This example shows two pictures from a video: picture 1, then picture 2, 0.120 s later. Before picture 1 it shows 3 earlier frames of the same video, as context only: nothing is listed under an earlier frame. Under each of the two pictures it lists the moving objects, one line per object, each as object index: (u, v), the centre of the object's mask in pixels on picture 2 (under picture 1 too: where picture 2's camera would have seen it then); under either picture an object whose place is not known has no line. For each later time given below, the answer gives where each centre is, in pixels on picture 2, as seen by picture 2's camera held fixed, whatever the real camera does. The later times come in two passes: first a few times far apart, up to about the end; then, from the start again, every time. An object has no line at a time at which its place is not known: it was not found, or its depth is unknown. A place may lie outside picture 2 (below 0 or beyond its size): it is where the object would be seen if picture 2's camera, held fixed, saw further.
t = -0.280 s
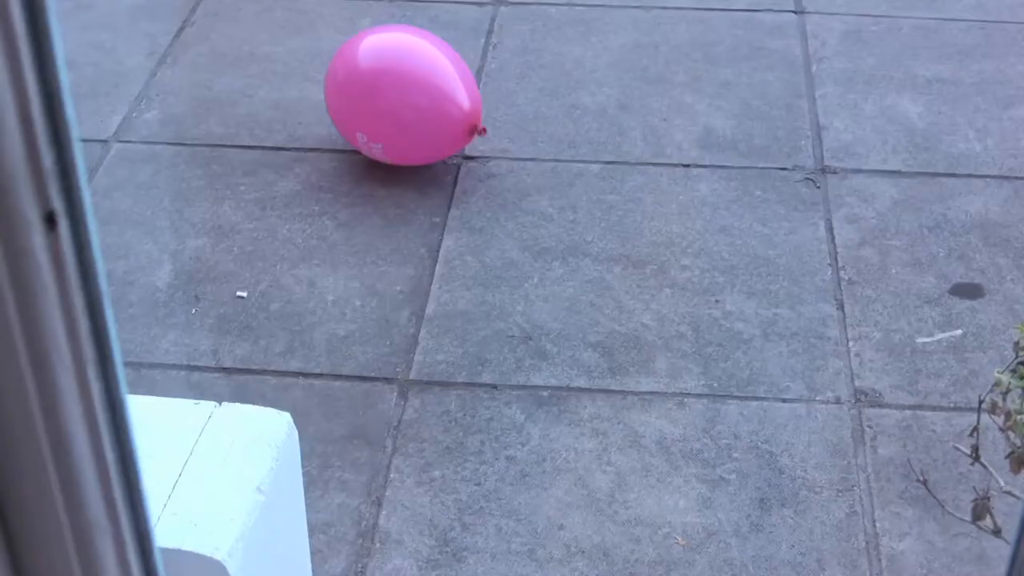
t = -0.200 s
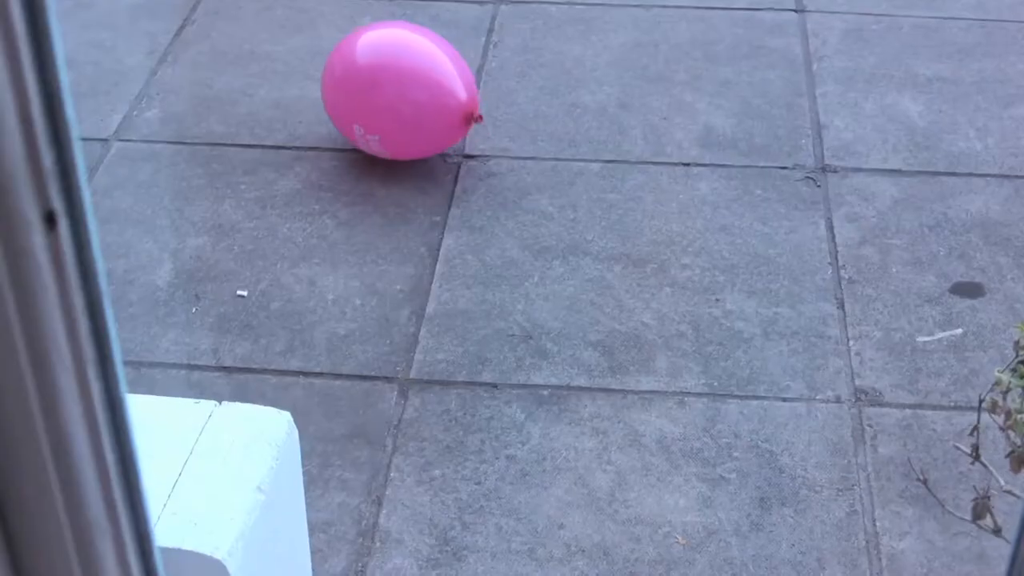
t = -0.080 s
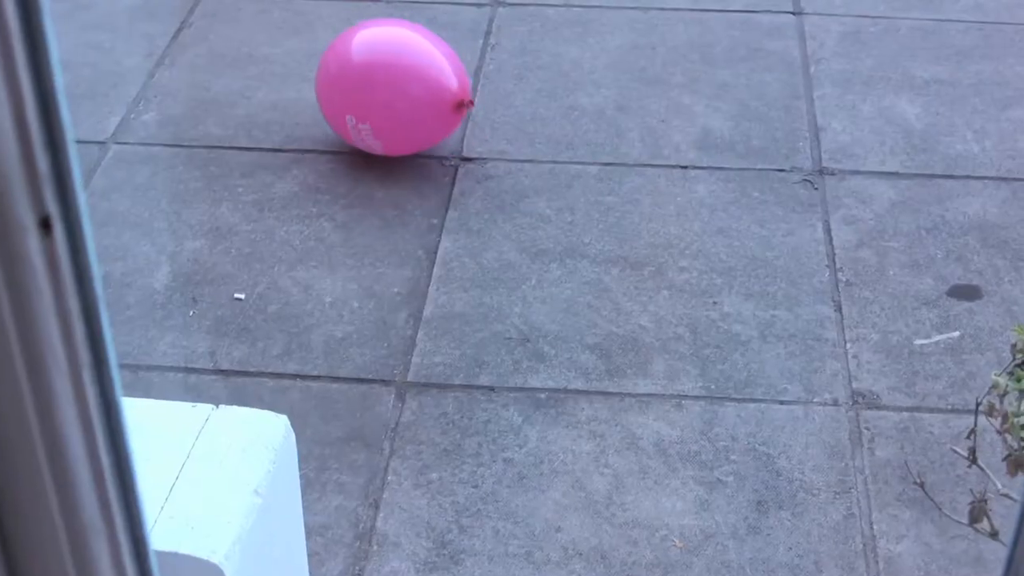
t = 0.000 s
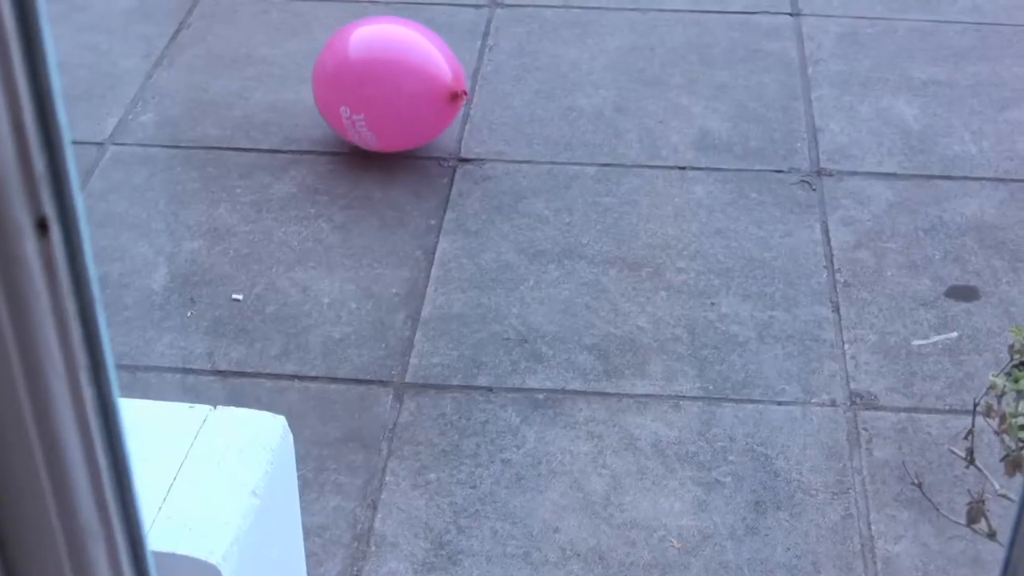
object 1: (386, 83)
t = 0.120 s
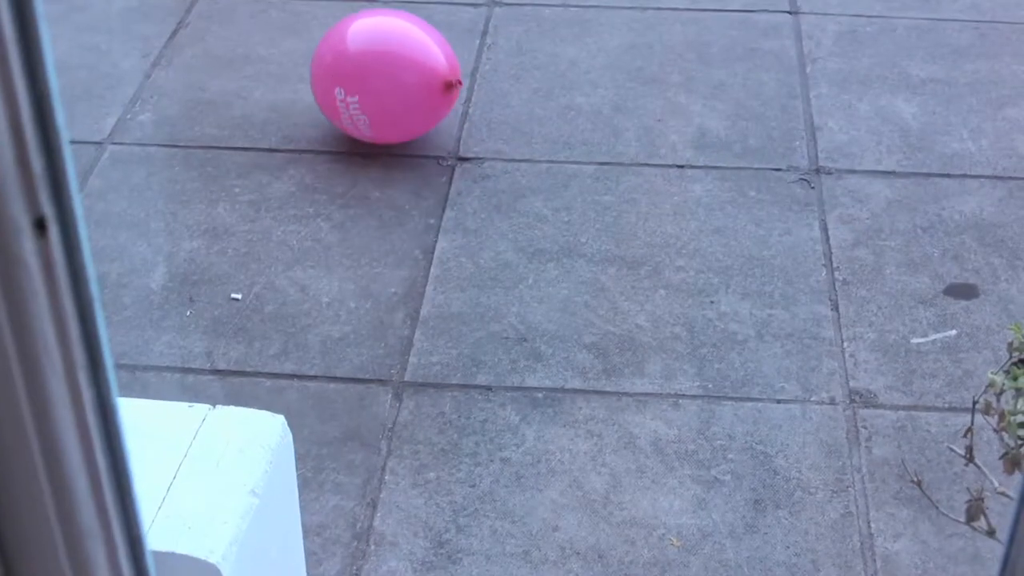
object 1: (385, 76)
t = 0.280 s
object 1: (385, 67)
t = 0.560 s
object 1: (390, 49)
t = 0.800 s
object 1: (398, 40)
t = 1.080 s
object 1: (411, 28)
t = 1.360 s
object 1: (430, 16)
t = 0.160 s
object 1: (385, 74)
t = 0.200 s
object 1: (385, 71)
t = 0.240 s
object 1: (385, 69)
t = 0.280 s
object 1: (385, 67)
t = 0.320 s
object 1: (385, 64)
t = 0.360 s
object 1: (386, 61)
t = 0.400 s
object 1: (386, 59)
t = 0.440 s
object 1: (387, 57)
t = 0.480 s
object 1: (387, 55)
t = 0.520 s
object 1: (388, 52)
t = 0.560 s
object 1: (390, 49)
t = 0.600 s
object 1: (391, 48)
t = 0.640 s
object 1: (392, 47)
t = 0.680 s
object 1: (393, 46)
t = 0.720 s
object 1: (394, 43)
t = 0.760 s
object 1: (396, 41)
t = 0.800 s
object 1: (398, 40)
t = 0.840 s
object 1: (399, 39)
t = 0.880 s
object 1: (401, 36)
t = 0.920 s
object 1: (403, 34)
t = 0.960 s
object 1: (404, 33)
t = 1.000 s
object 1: (406, 31)
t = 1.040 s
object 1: (409, 30)
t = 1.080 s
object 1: (411, 28)
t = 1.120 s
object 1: (413, 26)
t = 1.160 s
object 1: (416, 25)
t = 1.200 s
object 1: (418, 23)
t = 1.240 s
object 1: (421, 21)
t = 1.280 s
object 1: (424, 19)
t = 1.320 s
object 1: (427, 18)
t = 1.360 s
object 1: (430, 16)
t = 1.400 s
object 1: (434, 14)
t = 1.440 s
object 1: (437, 12)
